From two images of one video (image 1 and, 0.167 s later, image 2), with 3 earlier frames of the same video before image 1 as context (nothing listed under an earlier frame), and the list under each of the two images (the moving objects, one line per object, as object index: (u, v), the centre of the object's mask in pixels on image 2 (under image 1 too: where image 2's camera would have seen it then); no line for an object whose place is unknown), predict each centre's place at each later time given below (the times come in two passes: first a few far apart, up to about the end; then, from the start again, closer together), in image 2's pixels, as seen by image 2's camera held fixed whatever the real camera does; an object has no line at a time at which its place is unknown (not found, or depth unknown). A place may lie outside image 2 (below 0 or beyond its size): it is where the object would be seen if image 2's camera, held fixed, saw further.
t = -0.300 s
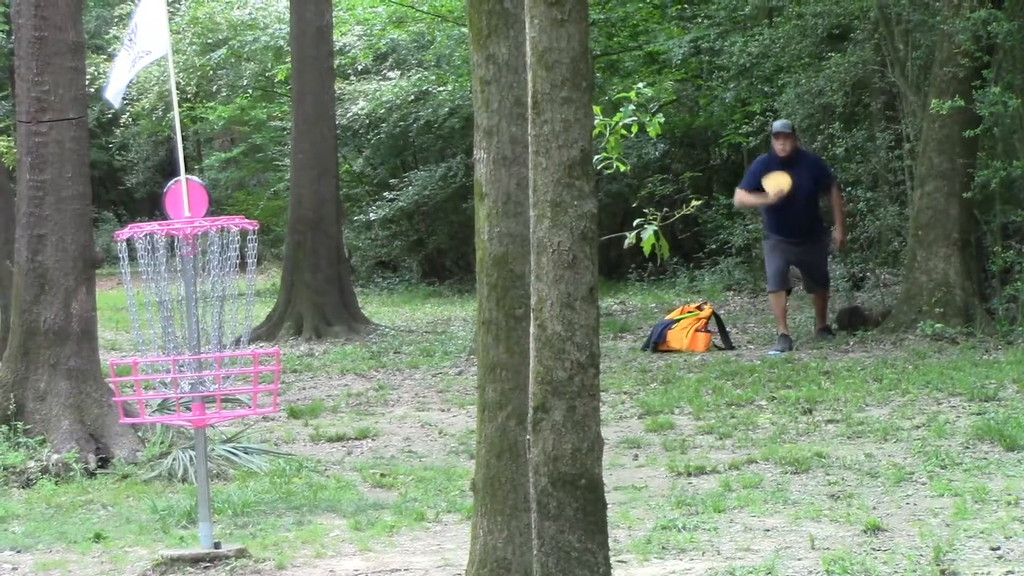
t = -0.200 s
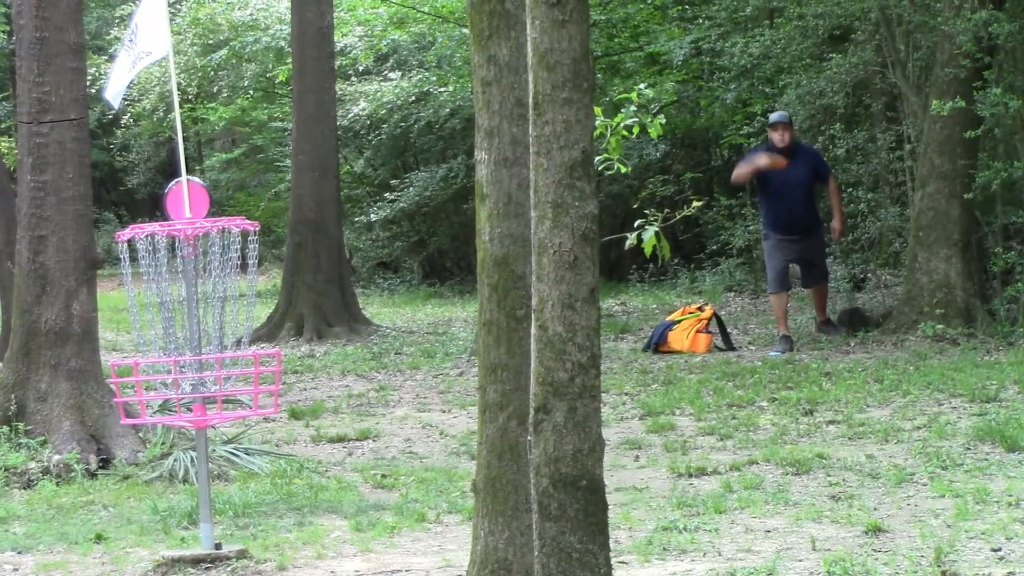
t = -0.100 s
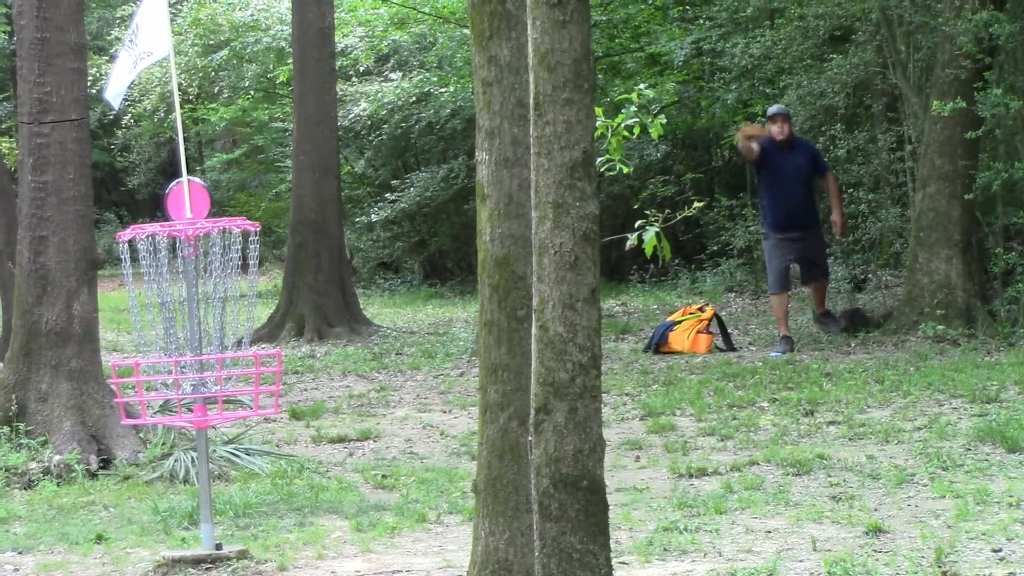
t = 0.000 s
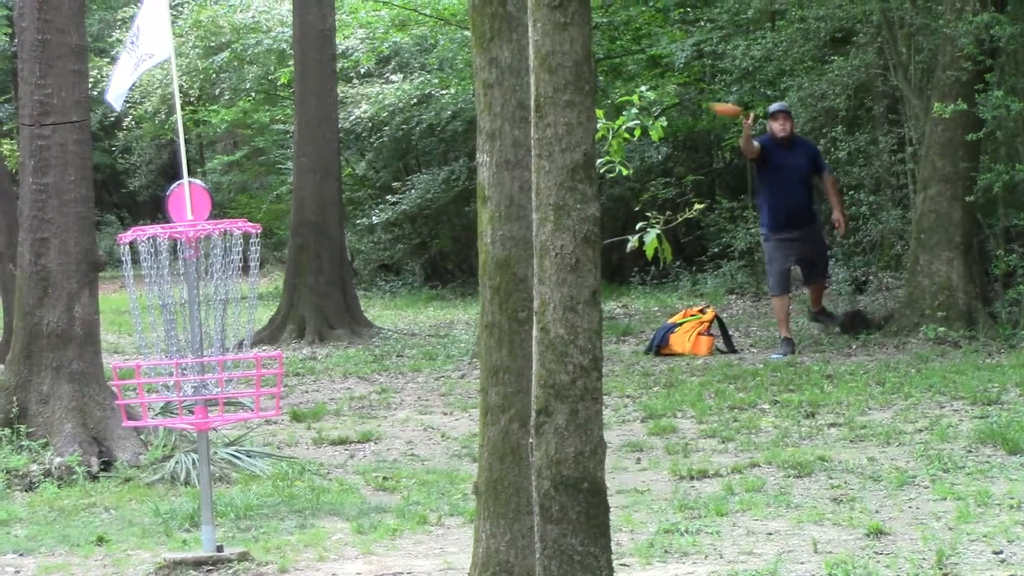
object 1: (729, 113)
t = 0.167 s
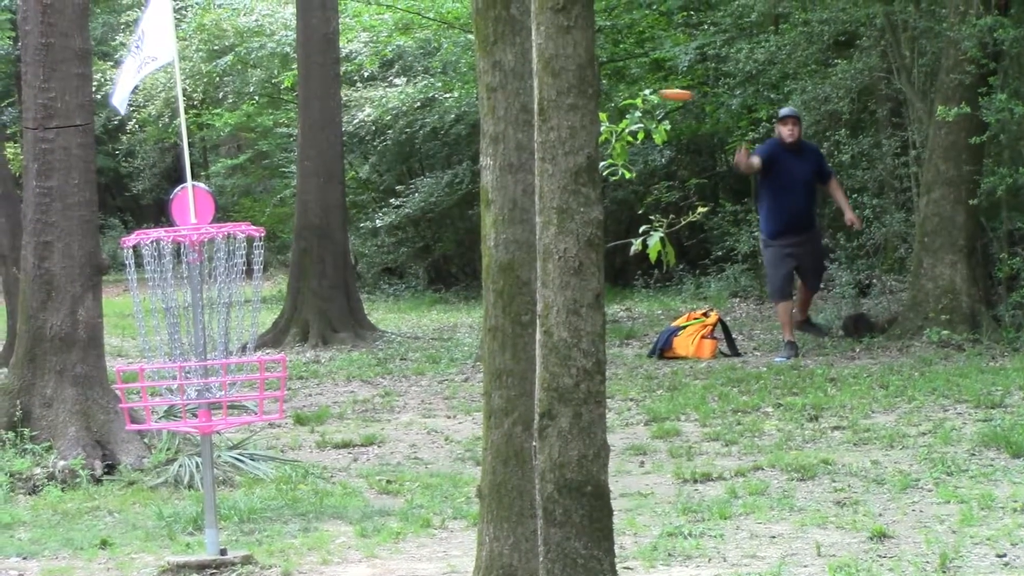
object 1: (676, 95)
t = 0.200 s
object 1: (667, 94)
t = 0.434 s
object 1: (603, 108)
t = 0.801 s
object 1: (471, 191)
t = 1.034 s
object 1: (437, 290)
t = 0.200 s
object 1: (667, 94)
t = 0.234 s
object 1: (657, 94)
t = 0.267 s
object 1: (643, 94)
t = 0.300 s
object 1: (629, 95)
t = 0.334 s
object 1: (620, 97)
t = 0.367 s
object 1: (611, 101)
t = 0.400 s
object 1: (606, 104)
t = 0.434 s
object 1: (603, 108)
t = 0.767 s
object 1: (475, 179)
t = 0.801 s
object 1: (471, 191)
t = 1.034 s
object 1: (437, 290)
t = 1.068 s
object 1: (433, 307)
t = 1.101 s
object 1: (433, 327)
